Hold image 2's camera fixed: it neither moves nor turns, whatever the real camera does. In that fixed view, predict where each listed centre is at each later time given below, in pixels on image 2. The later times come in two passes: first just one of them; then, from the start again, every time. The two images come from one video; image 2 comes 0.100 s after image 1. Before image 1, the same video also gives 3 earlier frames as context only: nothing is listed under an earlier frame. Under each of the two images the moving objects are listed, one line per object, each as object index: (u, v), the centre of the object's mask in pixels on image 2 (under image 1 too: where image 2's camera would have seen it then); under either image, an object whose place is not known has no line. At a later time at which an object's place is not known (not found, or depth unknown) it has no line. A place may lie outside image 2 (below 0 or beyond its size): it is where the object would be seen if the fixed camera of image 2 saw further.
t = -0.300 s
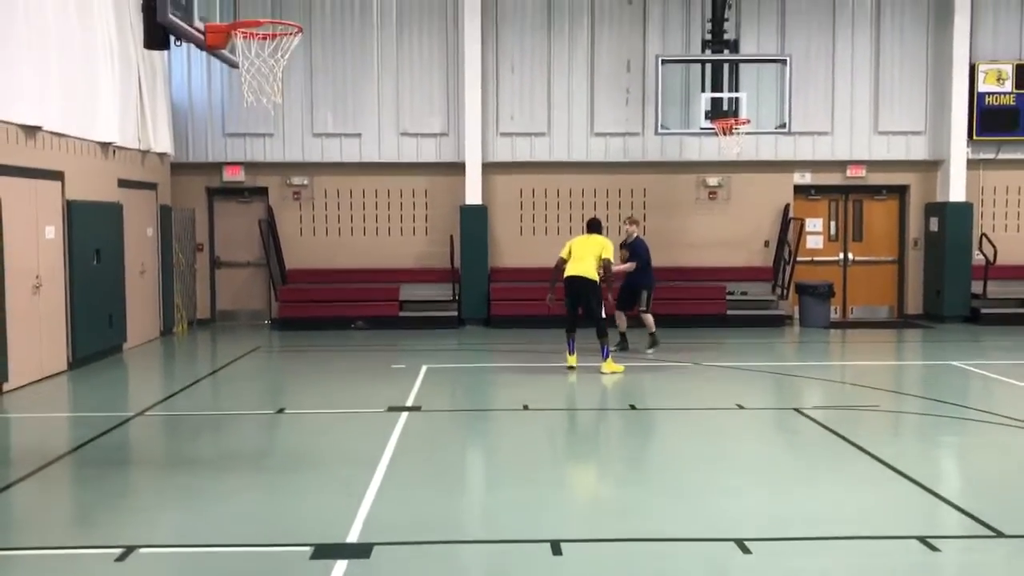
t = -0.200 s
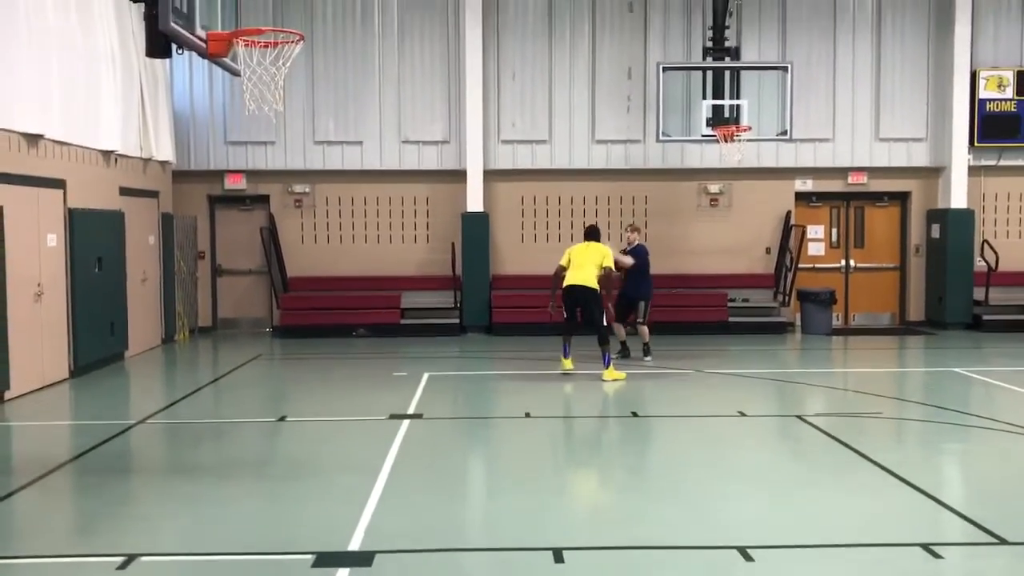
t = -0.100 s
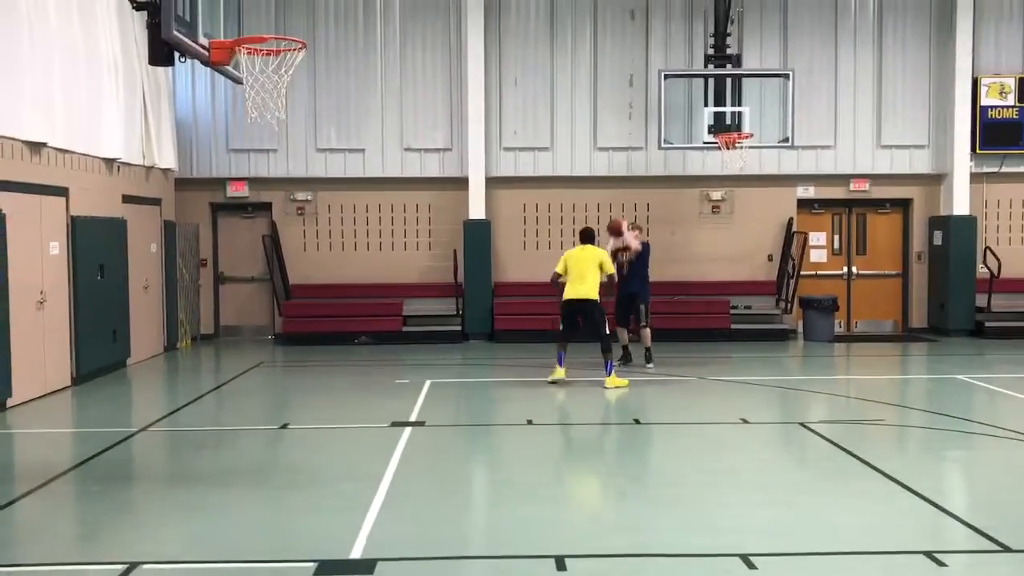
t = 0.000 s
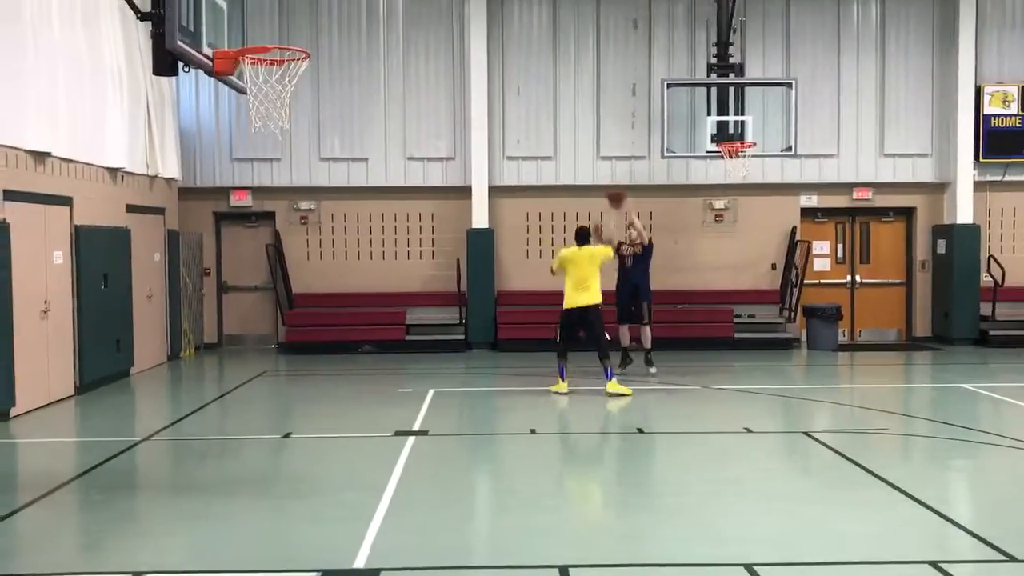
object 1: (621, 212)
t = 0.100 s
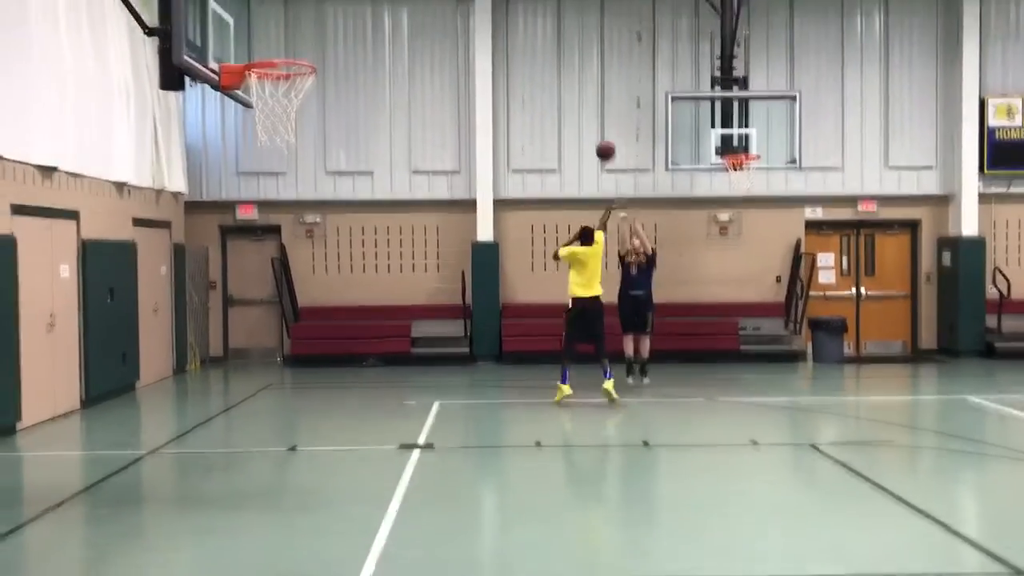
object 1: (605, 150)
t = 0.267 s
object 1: (579, 68)
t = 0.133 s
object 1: (600, 133)
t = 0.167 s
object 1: (595, 116)
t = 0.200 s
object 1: (590, 98)
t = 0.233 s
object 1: (584, 82)
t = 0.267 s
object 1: (579, 68)
